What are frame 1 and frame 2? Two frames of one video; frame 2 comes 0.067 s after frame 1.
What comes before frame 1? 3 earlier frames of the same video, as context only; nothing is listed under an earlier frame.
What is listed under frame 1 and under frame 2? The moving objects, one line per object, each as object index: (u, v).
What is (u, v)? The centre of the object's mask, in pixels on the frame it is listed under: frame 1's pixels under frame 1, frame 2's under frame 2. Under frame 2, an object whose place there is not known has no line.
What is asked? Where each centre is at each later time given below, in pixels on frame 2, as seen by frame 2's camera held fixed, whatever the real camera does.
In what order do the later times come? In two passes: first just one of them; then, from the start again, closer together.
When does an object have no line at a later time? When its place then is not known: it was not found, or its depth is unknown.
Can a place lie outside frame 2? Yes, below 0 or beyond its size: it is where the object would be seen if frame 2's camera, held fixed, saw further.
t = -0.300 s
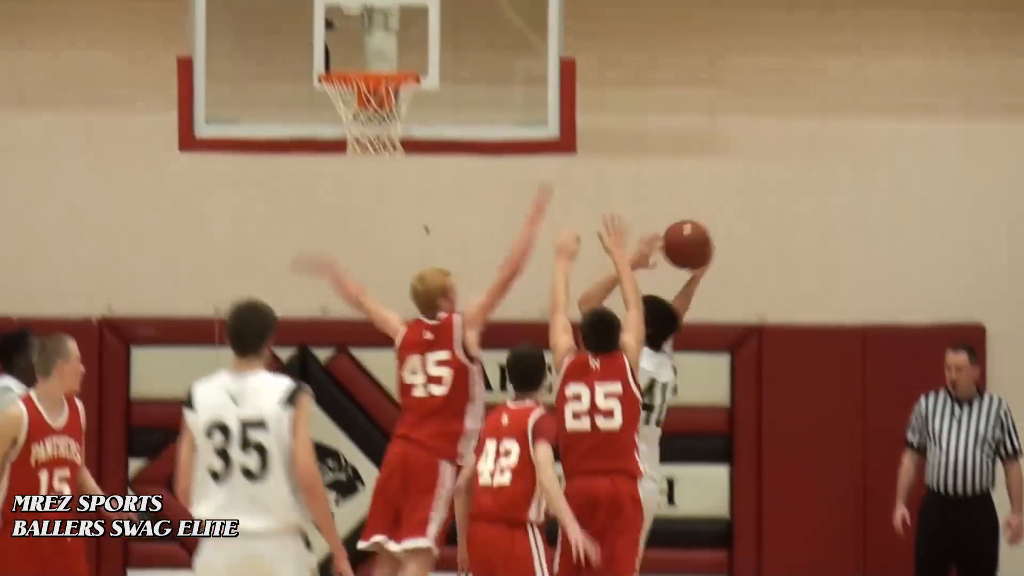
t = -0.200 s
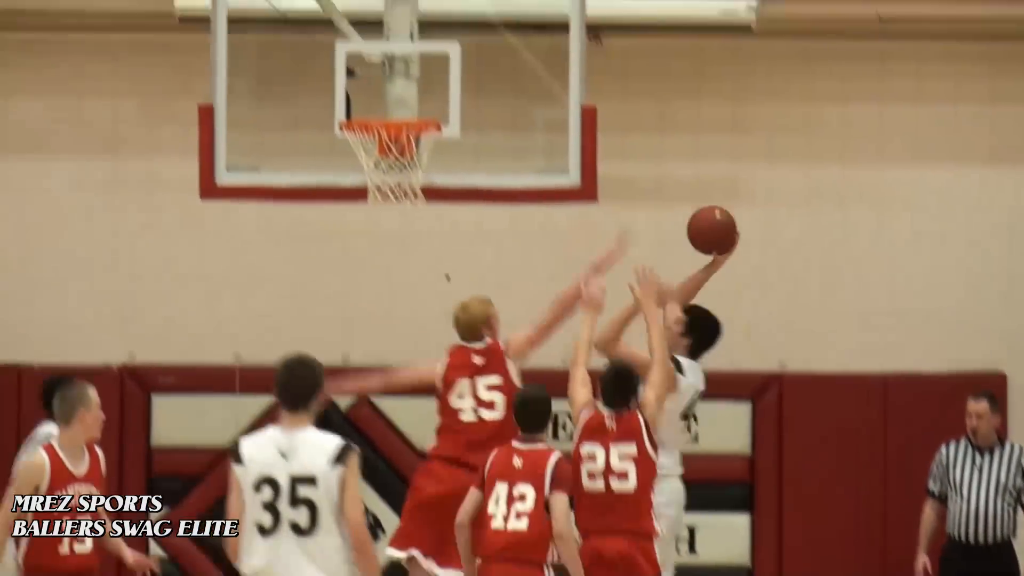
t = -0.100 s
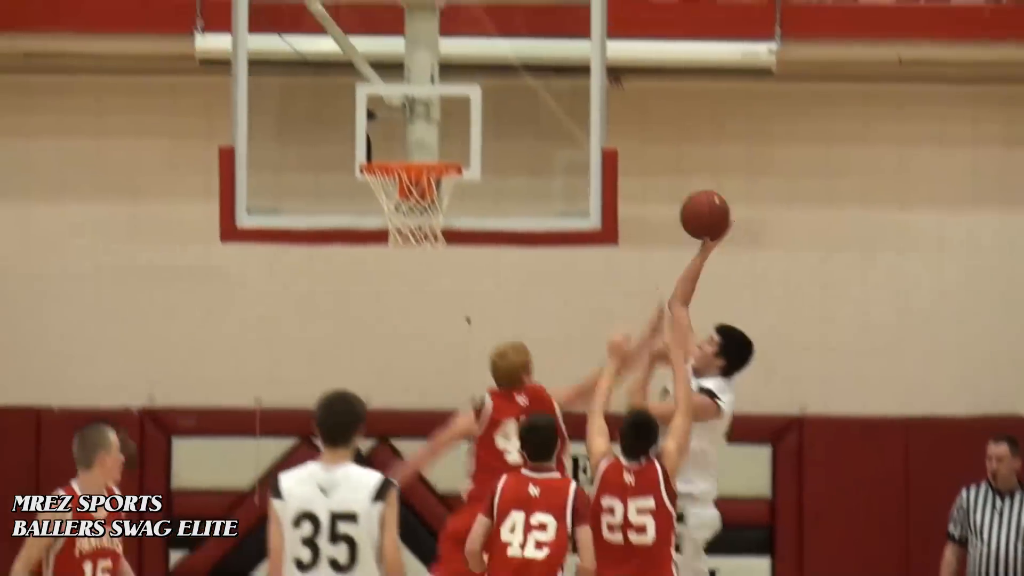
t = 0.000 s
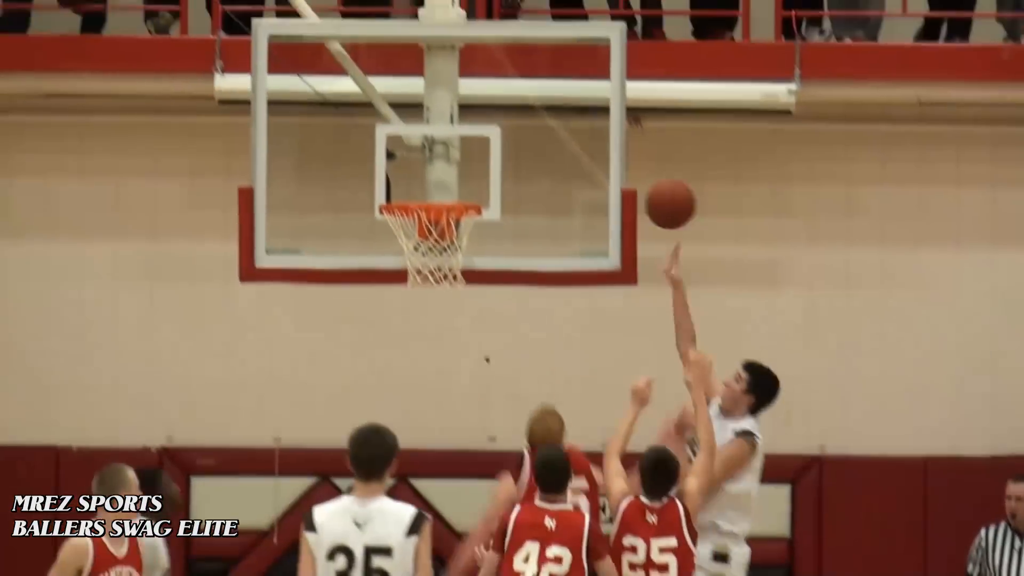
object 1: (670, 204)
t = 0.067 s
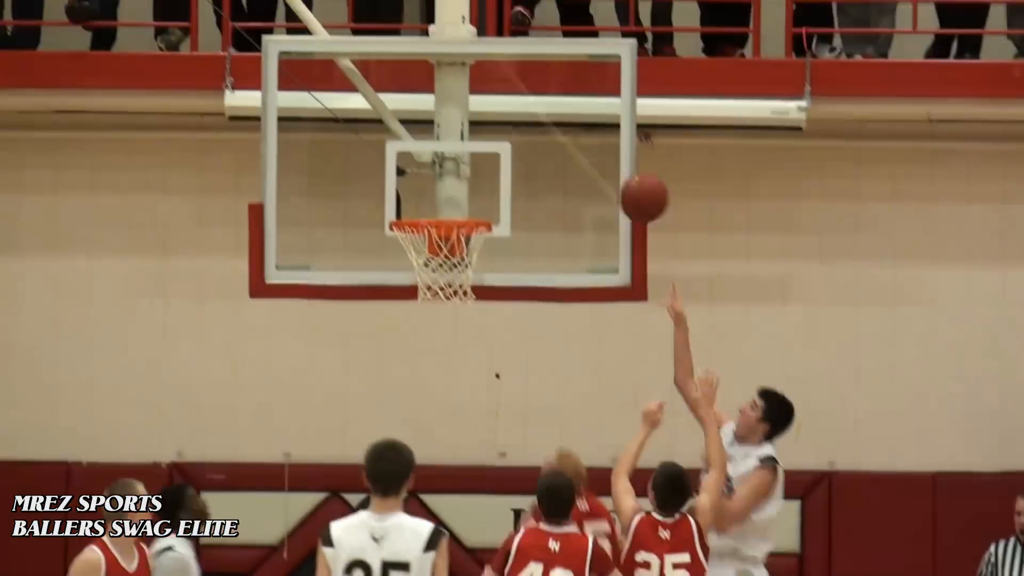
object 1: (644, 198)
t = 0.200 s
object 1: (568, 179)
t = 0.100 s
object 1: (624, 189)
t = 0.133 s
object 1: (604, 183)
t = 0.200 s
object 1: (568, 179)
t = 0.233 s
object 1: (549, 179)
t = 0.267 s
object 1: (531, 182)
